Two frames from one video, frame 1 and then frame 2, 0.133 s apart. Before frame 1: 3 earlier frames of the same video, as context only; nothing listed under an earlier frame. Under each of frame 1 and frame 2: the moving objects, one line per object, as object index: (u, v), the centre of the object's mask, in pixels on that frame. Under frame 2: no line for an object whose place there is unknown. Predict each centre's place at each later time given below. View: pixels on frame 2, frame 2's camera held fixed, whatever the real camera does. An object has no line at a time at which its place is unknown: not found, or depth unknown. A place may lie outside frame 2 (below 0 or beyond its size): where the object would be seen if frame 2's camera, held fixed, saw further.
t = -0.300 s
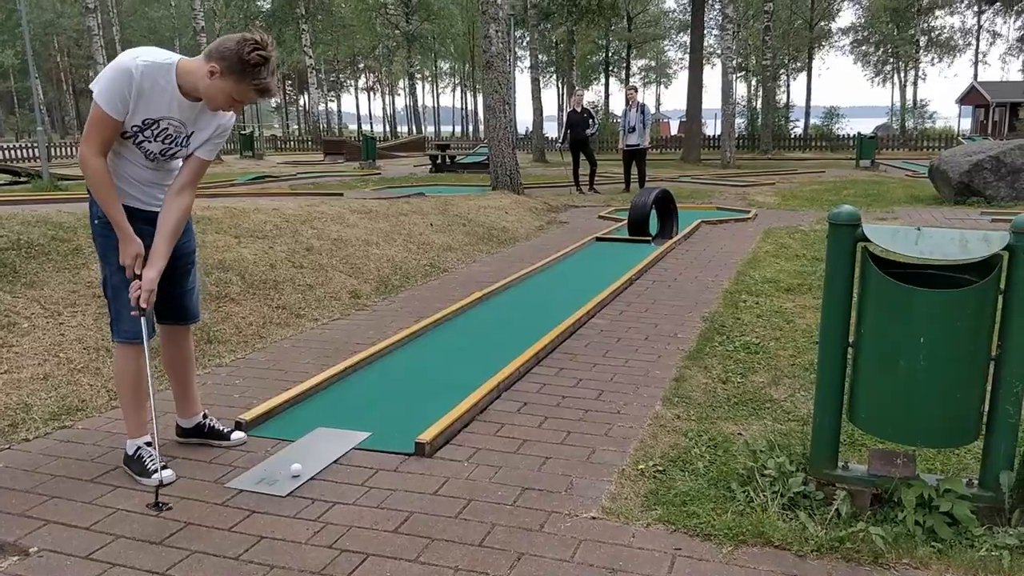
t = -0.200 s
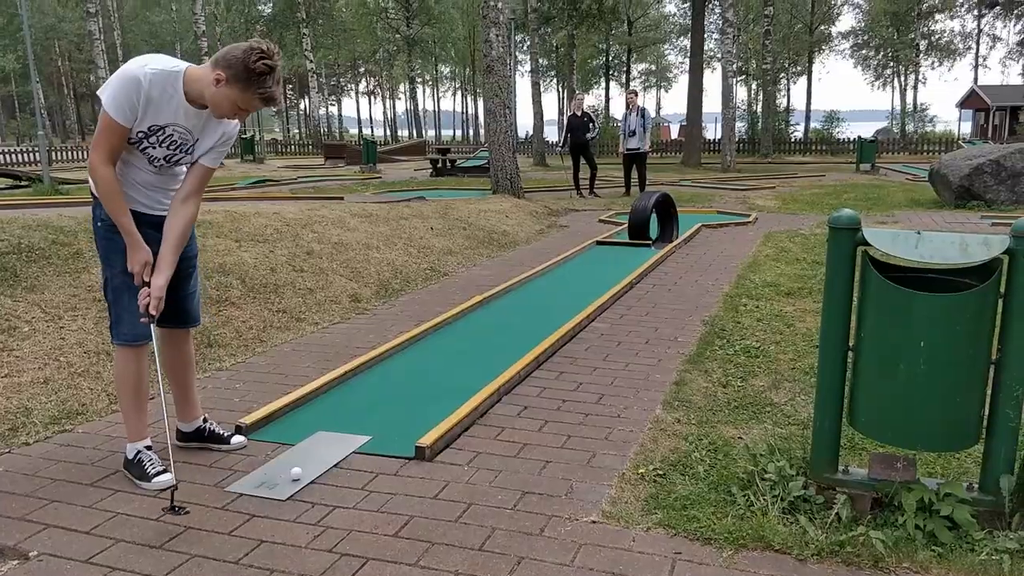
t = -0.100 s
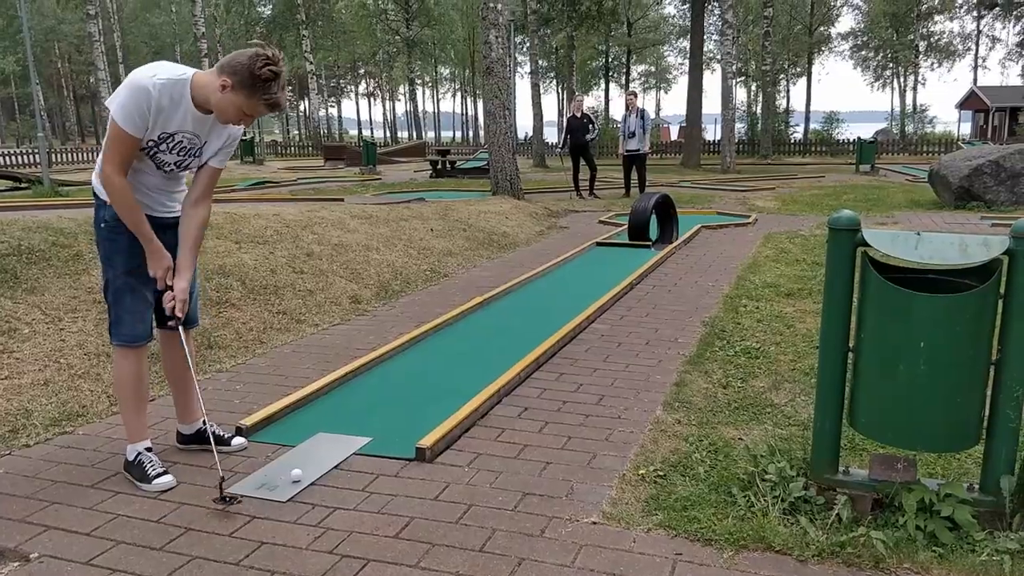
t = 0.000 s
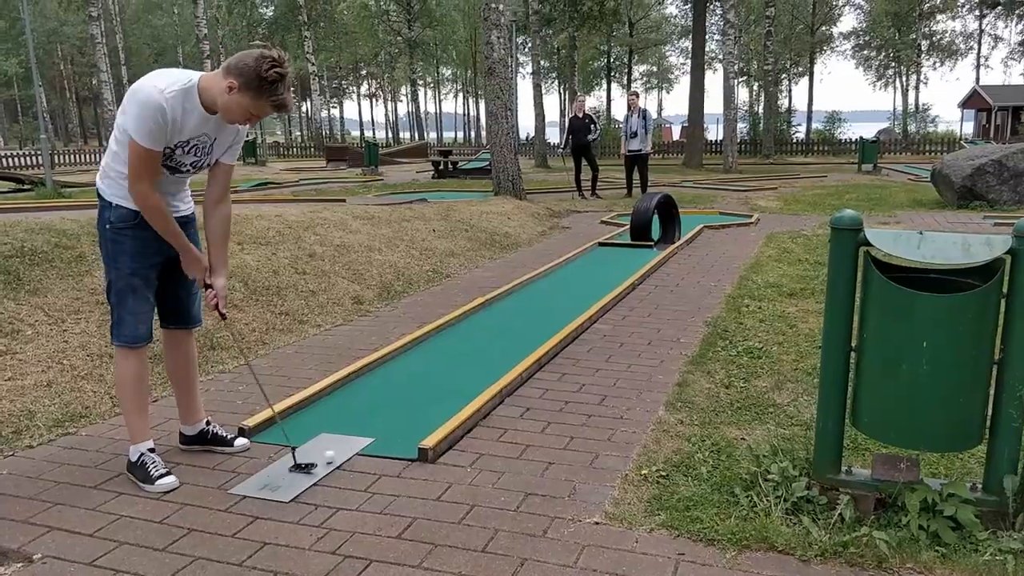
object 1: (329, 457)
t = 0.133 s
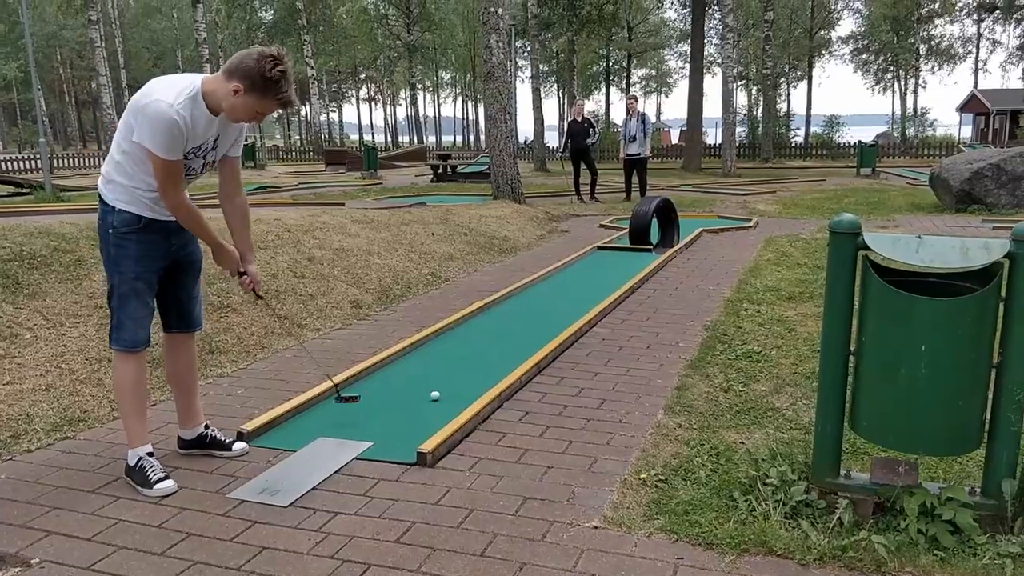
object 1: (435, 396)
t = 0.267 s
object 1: (502, 355)
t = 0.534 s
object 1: (584, 305)
